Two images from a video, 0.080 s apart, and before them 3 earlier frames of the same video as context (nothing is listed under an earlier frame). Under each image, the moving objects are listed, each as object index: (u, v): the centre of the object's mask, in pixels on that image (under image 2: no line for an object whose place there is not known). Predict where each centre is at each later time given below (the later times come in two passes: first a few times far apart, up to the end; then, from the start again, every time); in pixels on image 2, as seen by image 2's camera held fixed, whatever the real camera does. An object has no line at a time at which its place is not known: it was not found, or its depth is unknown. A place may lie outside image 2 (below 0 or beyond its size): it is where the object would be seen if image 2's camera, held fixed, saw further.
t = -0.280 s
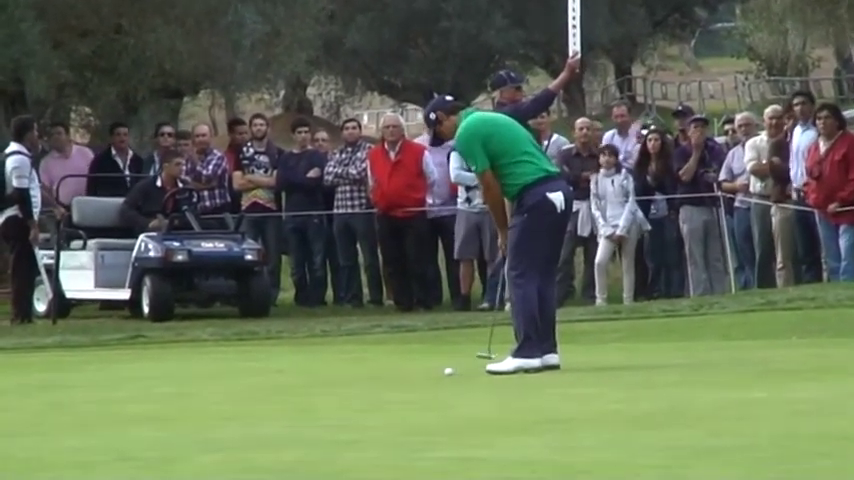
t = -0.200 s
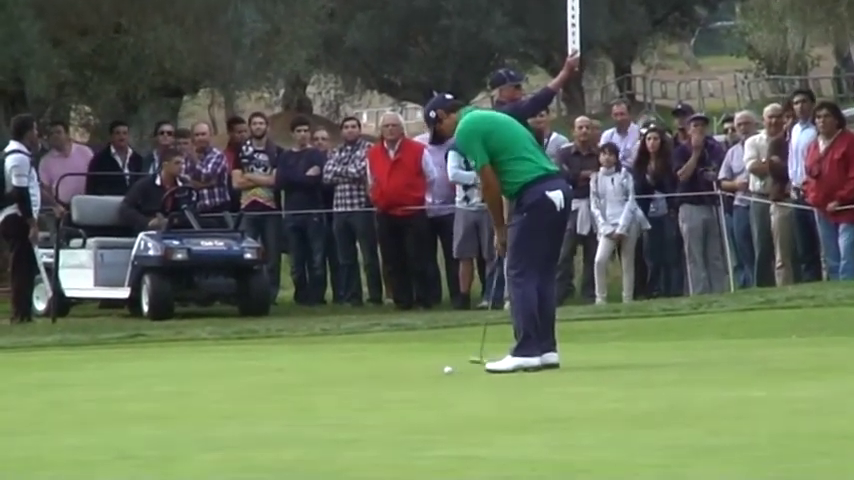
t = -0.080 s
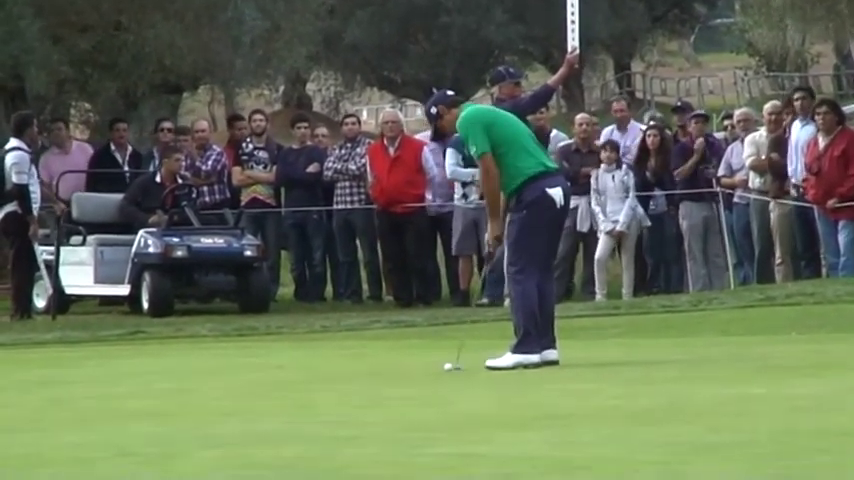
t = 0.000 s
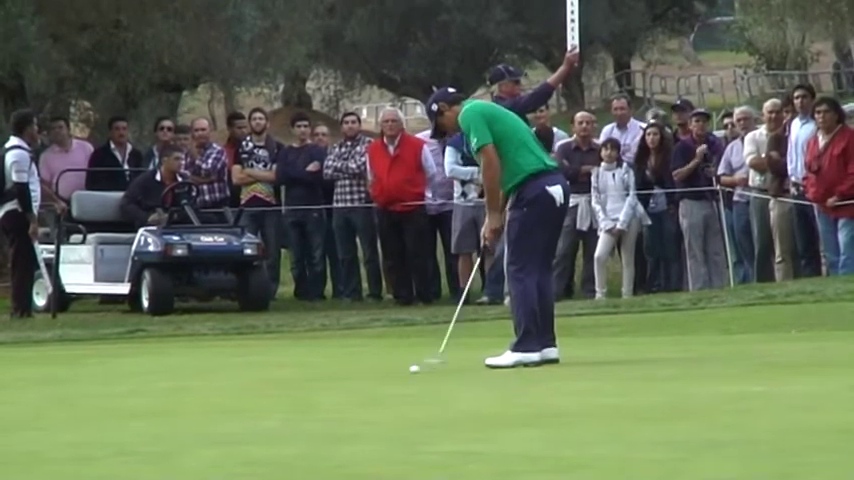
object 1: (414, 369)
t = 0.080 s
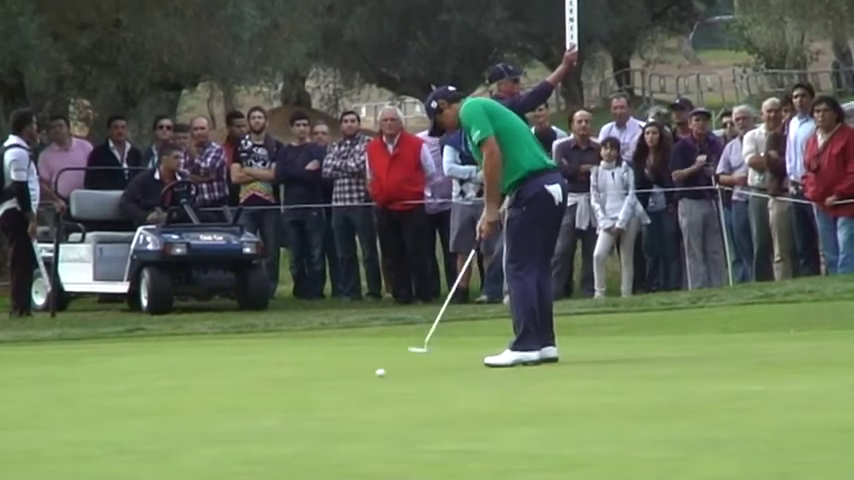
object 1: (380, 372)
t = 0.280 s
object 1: (310, 381)
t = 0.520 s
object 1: (230, 391)
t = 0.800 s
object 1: (139, 403)
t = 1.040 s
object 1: (61, 415)
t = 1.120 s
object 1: (34, 419)
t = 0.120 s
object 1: (365, 374)
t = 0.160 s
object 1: (351, 375)
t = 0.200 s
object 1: (337, 378)
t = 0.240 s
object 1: (323, 379)
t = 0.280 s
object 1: (310, 381)
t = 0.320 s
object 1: (296, 383)
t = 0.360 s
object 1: (283, 384)
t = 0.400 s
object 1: (270, 386)
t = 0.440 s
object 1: (257, 388)
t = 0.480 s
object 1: (243, 389)
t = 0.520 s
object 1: (230, 391)
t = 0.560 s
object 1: (217, 393)
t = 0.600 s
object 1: (204, 393)
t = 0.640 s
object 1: (191, 396)
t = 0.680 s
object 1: (178, 398)
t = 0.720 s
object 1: (165, 400)
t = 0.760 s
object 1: (152, 402)
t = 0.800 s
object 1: (139, 403)
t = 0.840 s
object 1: (126, 406)
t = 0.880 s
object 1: (112, 408)
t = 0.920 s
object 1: (100, 409)
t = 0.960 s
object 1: (87, 411)
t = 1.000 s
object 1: (74, 413)
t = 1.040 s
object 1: (61, 415)
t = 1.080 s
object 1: (47, 417)
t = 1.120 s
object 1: (34, 419)
